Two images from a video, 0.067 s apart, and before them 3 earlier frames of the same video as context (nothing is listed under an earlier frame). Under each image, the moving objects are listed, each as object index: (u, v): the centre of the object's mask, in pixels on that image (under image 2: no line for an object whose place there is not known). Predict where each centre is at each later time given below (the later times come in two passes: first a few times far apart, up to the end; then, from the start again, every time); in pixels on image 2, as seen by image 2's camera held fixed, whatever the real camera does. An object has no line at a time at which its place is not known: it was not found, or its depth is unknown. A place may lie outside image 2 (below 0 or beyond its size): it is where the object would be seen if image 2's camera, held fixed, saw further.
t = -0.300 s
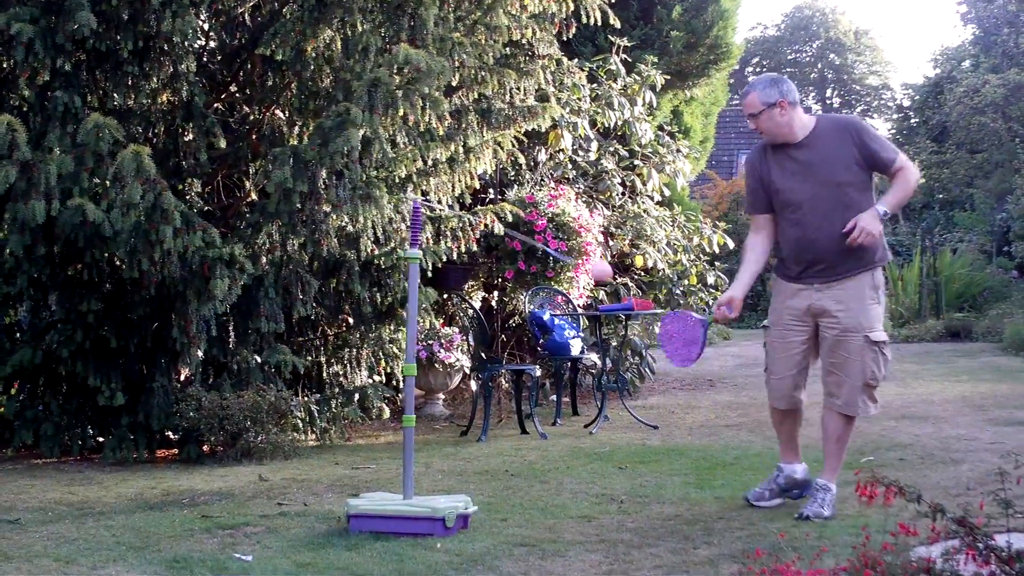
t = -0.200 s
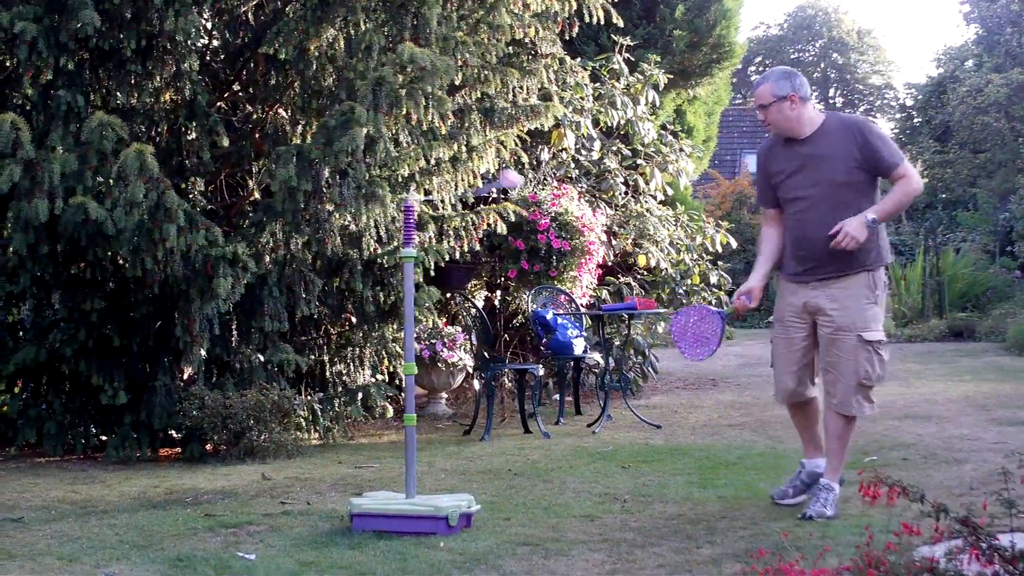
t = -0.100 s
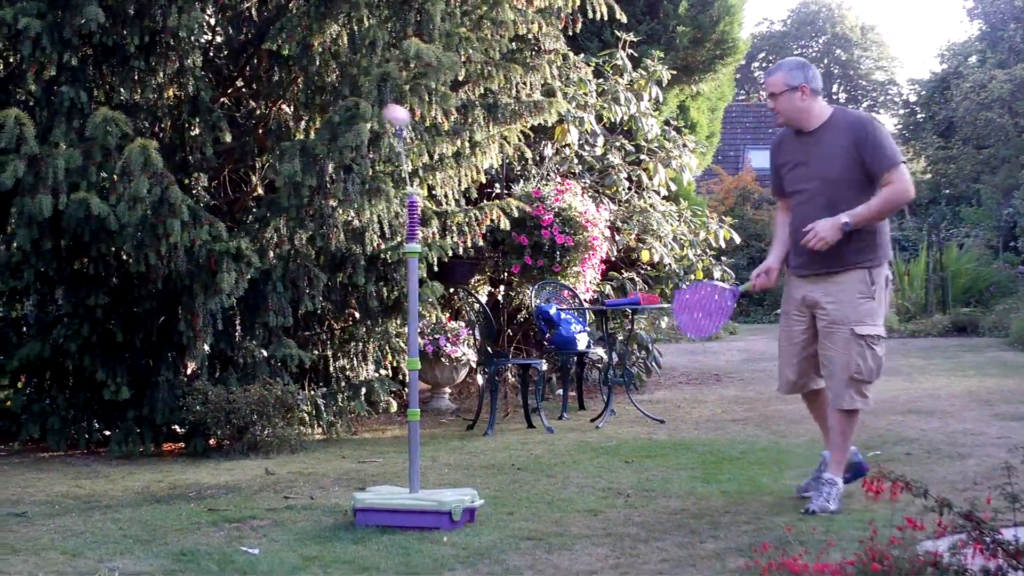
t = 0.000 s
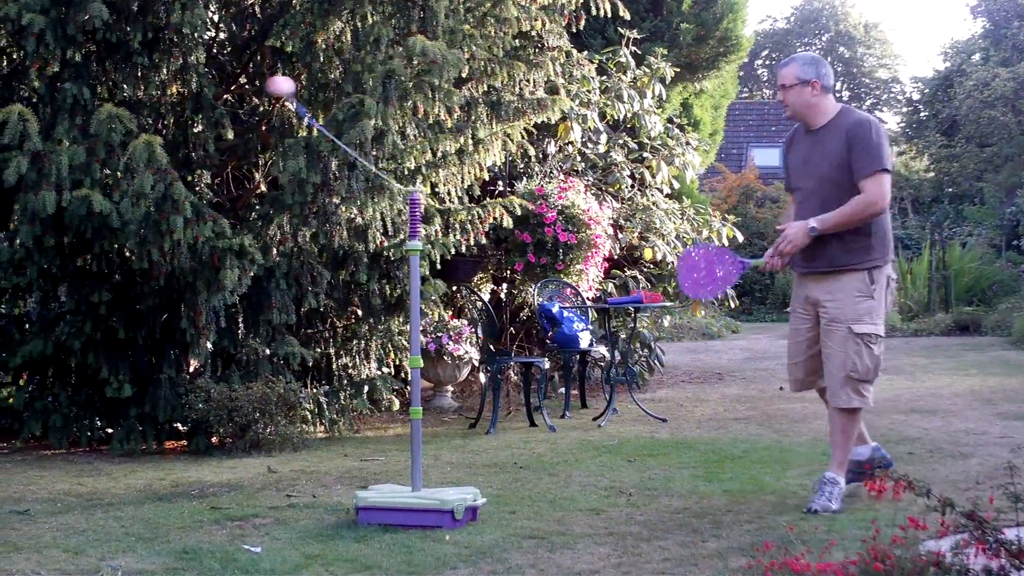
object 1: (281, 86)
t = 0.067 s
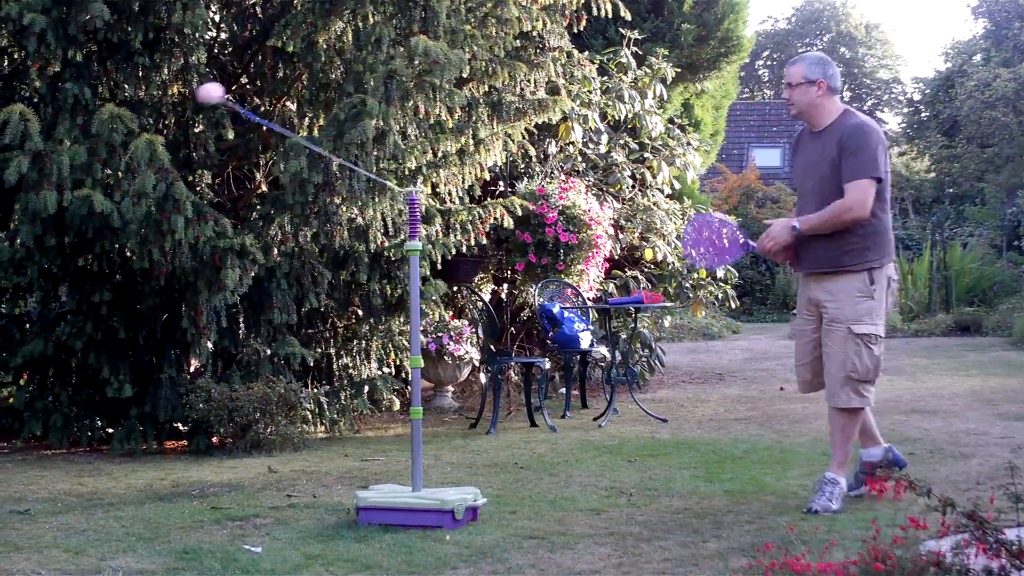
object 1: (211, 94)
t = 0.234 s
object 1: (124, 213)
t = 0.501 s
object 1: (486, 425)
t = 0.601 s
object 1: (614, 390)
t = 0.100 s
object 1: (182, 107)
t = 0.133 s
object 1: (158, 124)
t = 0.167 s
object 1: (139, 149)
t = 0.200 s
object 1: (127, 179)
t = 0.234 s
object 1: (124, 213)
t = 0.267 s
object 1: (135, 252)
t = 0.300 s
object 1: (161, 292)
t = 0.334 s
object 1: (197, 330)
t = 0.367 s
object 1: (246, 366)
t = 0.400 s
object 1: (303, 395)
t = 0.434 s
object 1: (366, 414)
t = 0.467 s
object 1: (429, 424)
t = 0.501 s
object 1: (486, 425)
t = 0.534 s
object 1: (537, 418)
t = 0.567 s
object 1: (579, 407)
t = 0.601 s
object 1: (614, 390)
